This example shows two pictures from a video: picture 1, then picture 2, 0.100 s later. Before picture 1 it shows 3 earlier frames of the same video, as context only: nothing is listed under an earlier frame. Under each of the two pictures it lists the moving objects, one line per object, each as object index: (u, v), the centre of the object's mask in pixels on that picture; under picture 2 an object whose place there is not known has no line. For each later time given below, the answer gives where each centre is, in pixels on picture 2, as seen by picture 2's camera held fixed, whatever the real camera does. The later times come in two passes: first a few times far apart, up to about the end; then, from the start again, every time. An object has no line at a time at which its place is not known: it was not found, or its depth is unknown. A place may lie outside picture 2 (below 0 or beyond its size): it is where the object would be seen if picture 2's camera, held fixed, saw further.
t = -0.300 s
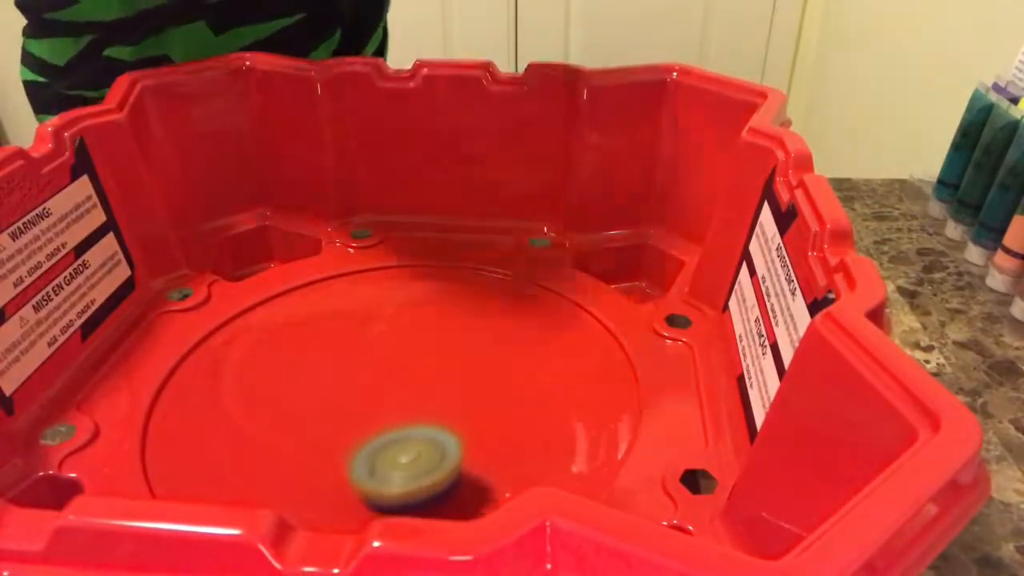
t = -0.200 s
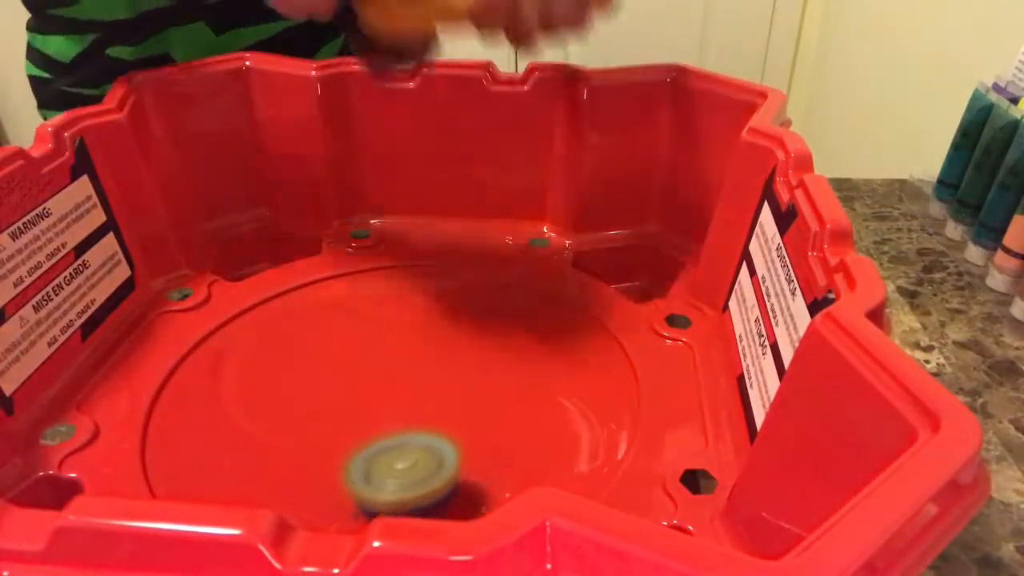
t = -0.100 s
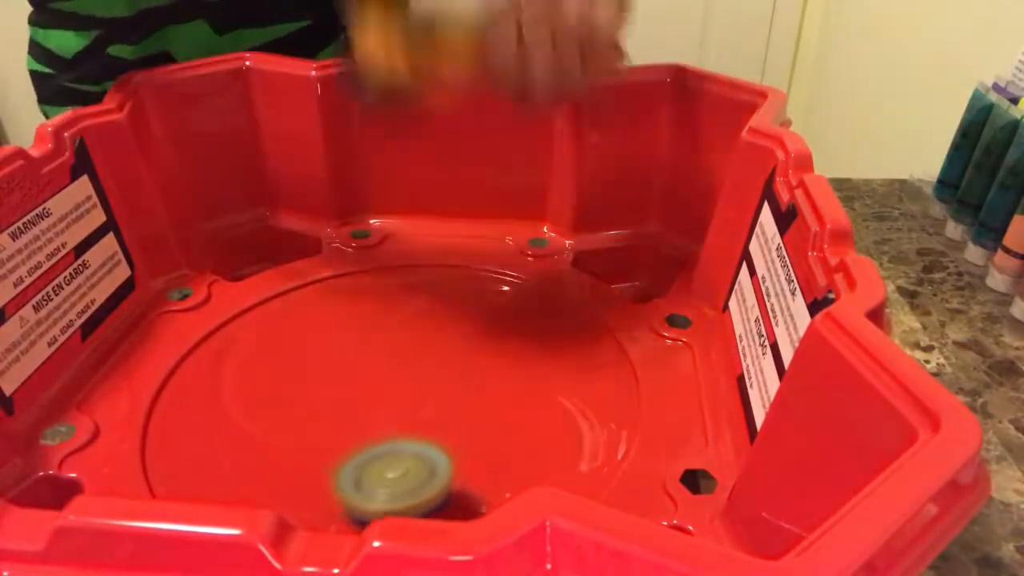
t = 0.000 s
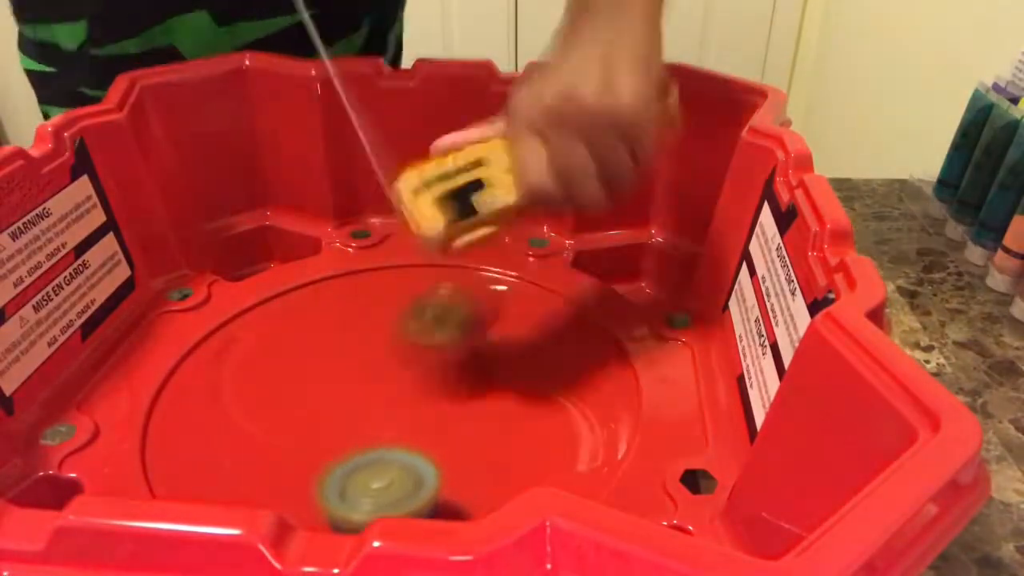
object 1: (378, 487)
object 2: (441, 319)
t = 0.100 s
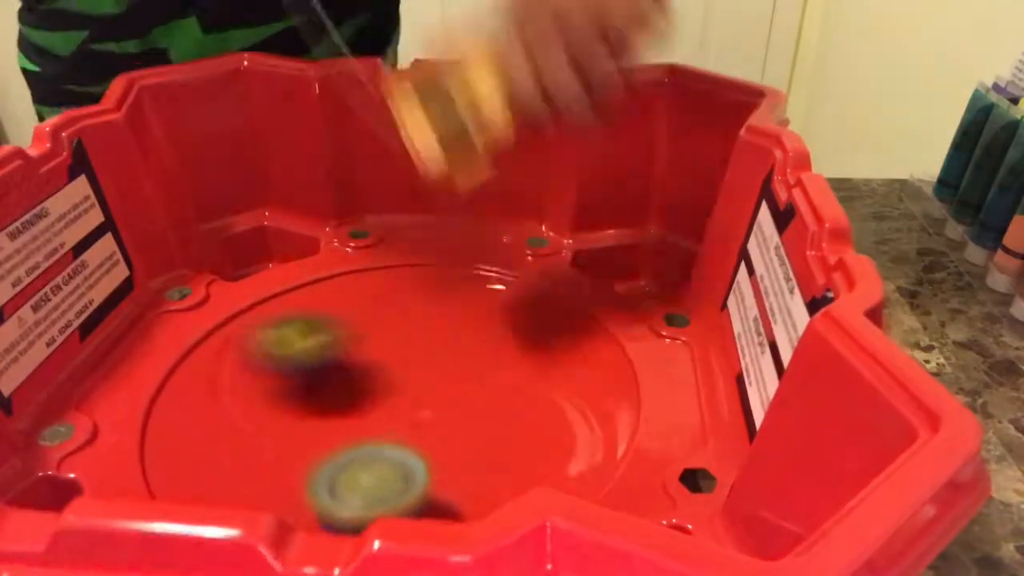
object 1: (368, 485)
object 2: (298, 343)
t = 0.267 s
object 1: (376, 463)
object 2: (155, 392)
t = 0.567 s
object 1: (358, 374)
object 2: (489, 453)
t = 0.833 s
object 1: (315, 338)
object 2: (485, 258)
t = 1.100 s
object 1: (314, 348)
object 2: (164, 374)
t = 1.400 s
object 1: (396, 351)
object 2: (596, 449)
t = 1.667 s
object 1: (452, 335)
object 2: (368, 244)
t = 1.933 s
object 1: (466, 322)
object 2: (177, 466)
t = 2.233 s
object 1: (439, 363)
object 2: (611, 319)
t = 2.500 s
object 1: (433, 407)
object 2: (229, 288)
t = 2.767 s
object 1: (444, 429)
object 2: (358, 506)
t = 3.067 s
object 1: (411, 424)
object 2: (545, 265)
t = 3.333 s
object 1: (353, 408)
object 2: (205, 305)
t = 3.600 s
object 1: (316, 401)
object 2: (278, 493)
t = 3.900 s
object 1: (340, 381)
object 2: (604, 357)
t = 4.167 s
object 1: (374, 349)
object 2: (416, 252)
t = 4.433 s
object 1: (401, 332)
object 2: (200, 350)
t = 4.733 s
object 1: (420, 339)
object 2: (401, 488)
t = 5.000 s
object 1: (437, 363)
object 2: (582, 338)
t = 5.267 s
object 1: (455, 389)
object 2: (398, 264)
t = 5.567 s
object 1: (458, 404)
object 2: (214, 396)
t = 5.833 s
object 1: (411, 405)
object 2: (414, 482)
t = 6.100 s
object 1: (363, 402)
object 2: (551, 346)
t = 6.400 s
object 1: (328, 393)
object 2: (358, 290)
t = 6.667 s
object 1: (359, 395)
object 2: (215, 382)
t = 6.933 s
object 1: (386, 366)
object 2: (387, 449)
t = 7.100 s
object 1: (408, 357)
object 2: (502, 379)
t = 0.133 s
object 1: (364, 485)
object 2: (256, 350)
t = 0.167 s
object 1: (365, 483)
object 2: (216, 360)
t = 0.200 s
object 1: (369, 478)
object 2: (189, 363)
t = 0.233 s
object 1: (373, 471)
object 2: (166, 379)
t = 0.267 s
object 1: (376, 463)
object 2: (155, 392)
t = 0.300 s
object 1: (379, 453)
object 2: (149, 406)
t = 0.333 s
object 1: (379, 442)
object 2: (156, 422)
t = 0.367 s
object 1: (378, 431)
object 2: (172, 438)
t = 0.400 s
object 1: (378, 420)
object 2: (202, 458)
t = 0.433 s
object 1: (377, 409)
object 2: (242, 469)
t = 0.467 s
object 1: (376, 399)
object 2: (304, 484)
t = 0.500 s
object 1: (372, 391)
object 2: (362, 484)
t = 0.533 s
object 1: (366, 383)
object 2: (431, 476)
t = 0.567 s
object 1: (358, 374)
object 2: (489, 453)
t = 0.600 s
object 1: (351, 367)
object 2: (539, 425)
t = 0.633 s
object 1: (344, 361)
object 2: (580, 391)
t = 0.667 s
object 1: (338, 355)
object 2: (605, 357)
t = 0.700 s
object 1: (333, 350)
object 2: (613, 319)
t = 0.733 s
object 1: (327, 346)
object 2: (601, 287)
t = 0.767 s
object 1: (323, 342)
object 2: (569, 267)
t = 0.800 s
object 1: (318, 340)
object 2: (533, 260)
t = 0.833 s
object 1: (315, 338)
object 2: (485, 258)
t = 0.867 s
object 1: (311, 336)
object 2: (434, 258)
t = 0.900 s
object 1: (308, 336)
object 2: (382, 259)
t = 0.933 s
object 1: (305, 333)
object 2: (326, 260)
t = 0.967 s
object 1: (303, 332)
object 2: (278, 267)
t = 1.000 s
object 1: (303, 337)
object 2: (242, 280)
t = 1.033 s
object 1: (305, 342)
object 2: (209, 309)
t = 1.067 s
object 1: (309, 346)
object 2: (182, 340)
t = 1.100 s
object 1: (314, 348)
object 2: (164, 374)
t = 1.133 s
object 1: (320, 349)
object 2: (158, 410)
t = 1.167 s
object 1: (328, 351)
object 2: (166, 445)
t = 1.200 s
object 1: (337, 352)
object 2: (198, 467)
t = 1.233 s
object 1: (347, 352)
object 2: (247, 484)
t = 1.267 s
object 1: (358, 353)
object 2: (313, 498)
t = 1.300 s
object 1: (368, 354)
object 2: (378, 500)
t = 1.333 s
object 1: (378, 353)
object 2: (458, 489)
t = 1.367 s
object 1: (387, 352)
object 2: (529, 469)
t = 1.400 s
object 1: (396, 351)
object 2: (596, 449)
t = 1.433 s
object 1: (406, 349)
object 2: (627, 399)
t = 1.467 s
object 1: (415, 348)
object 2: (626, 362)
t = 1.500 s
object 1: (422, 346)
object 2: (612, 324)
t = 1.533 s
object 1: (429, 344)
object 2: (579, 283)
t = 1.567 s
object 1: (435, 342)
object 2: (537, 262)
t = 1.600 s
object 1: (441, 340)
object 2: (483, 248)
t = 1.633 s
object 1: (447, 337)
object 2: (426, 240)
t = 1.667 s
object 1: (452, 335)
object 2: (368, 244)
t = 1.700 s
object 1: (457, 332)
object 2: (308, 254)
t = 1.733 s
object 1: (462, 329)
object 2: (259, 272)
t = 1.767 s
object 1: (465, 327)
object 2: (215, 297)
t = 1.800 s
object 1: (467, 325)
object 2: (182, 328)
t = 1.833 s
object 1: (468, 323)
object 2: (159, 363)
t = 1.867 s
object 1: (468, 322)
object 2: (144, 400)
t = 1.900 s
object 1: (467, 322)
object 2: (150, 441)
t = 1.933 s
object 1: (466, 322)
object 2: (177, 466)
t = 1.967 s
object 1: (464, 324)
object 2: (225, 483)
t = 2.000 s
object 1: (460, 328)
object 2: (306, 501)
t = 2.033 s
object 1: (456, 332)
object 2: (352, 505)
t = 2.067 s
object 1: (454, 336)
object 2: (447, 496)
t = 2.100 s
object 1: (452, 341)
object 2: (524, 475)
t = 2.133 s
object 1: (449, 345)
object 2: (587, 449)
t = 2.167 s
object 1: (444, 351)
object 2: (622, 402)
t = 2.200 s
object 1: (441, 357)
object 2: (627, 357)
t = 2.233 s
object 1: (439, 363)
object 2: (611, 319)
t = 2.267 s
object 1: (438, 369)
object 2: (576, 284)
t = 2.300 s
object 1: (438, 376)
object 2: (537, 262)
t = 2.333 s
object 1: (436, 381)
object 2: (484, 247)
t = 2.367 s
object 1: (435, 386)
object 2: (434, 241)
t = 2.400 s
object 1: (433, 391)
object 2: (380, 243)
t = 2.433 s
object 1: (432, 396)
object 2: (321, 251)
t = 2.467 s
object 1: (433, 401)
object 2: (274, 264)
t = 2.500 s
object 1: (433, 407)
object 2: (229, 288)
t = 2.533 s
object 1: (434, 412)
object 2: (190, 321)
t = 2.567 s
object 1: (435, 416)
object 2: (164, 352)
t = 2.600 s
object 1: (437, 420)
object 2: (149, 389)
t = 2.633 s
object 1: (439, 424)
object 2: (151, 429)
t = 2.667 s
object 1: (442, 429)
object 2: (169, 462)
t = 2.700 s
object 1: (443, 432)
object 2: (214, 479)
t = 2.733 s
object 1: (444, 431)
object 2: (293, 500)
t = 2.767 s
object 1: (444, 429)
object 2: (358, 506)
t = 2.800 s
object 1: (442, 427)
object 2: (449, 494)
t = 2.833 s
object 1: (440, 427)
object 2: (503, 476)
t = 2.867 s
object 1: (438, 428)
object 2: (576, 455)
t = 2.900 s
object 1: (434, 429)
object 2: (615, 420)
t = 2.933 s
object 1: (431, 429)
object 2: (630, 379)
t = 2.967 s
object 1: (427, 429)
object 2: (625, 341)
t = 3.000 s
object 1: (422, 427)
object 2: (607, 309)
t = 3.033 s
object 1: (417, 425)
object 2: (578, 285)
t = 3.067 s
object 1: (411, 424)
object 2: (545, 265)
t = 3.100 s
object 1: (404, 422)
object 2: (501, 251)
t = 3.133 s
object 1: (397, 420)
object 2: (455, 241)
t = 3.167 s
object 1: (390, 418)
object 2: (411, 239)
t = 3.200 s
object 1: (382, 415)
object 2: (362, 243)
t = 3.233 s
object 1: (373, 414)
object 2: (316, 252)
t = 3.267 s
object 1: (365, 412)
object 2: (275, 263)
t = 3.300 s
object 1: (358, 410)
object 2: (237, 282)
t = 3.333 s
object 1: (353, 408)
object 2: (205, 305)
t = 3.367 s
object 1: (347, 407)
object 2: (178, 331)
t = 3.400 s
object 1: (341, 405)
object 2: (160, 359)
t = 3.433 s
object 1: (334, 404)
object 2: (151, 386)
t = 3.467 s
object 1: (329, 404)
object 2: (149, 417)
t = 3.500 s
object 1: (324, 403)
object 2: (160, 449)
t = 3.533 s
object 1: (321, 402)
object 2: (184, 467)
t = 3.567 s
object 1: (319, 401)
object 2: (223, 479)
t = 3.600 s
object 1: (316, 401)
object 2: (278, 493)
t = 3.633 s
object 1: (315, 400)
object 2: (326, 503)
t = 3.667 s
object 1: (315, 398)
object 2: (379, 501)
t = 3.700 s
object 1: (316, 397)
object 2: (441, 493)
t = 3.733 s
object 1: (319, 395)
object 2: (483, 480)
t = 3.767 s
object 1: (323, 393)
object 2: (532, 461)
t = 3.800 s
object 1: (327, 391)
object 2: (570, 443)
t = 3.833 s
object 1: (332, 389)
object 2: (591, 413)
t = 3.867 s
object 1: (336, 386)
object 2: (604, 384)
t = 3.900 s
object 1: (340, 381)
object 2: (604, 357)
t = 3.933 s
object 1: (345, 377)
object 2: (594, 331)
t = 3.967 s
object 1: (349, 372)
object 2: (579, 309)
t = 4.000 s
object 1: (353, 369)
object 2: (560, 293)
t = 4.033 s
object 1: (356, 365)
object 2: (535, 277)
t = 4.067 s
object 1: (360, 361)
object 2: (505, 266)
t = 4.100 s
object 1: (364, 357)
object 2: (478, 258)
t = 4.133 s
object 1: (369, 353)
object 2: (447, 252)
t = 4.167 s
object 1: (374, 349)
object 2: (416, 252)
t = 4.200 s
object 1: (378, 346)
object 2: (383, 254)
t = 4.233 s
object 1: (381, 343)
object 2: (349, 260)
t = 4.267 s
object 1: (384, 340)
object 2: (317, 267)
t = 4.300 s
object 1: (388, 338)
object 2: (288, 280)
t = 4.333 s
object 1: (392, 336)
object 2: (263, 294)
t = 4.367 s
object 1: (395, 335)
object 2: (236, 312)
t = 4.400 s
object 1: (398, 334)
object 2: (215, 332)
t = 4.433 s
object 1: (401, 332)
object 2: (200, 350)
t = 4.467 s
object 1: (402, 332)
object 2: (193, 372)
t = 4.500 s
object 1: (404, 331)
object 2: (190, 398)
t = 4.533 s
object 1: (405, 331)
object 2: (196, 421)
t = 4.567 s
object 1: (407, 331)
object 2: (208, 446)
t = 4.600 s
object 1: (409, 332)
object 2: (235, 463)
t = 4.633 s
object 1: (411, 334)
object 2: (273, 474)
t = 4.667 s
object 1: (414, 335)
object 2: (311, 486)
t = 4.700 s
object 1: (417, 337)
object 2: (356, 491)
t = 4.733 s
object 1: (420, 339)
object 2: (401, 488)
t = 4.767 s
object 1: (423, 342)
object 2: (445, 481)
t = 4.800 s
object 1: (425, 345)
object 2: (488, 468)
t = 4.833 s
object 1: (426, 348)
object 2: (527, 450)
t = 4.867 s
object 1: (428, 351)
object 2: (553, 432)
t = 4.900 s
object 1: (430, 354)
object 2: (573, 405)
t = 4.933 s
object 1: (431, 357)
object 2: (585, 382)
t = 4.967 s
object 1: (434, 360)
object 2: (587, 360)
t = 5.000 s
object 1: (437, 363)
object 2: (582, 338)
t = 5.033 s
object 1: (441, 367)
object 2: (572, 320)
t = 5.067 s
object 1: (444, 370)
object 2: (555, 303)
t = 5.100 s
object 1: (447, 374)
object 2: (534, 289)
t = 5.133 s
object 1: (449, 378)
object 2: (505, 277)
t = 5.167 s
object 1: (451, 381)
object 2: (482, 270)
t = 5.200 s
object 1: (452, 384)
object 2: (453, 265)
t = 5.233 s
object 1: (454, 386)
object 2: (425, 263)
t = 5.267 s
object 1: (455, 389)
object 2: (398, 264)
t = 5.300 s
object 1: (457, 391)
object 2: (371, 269)
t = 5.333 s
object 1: (459, 394)
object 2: (344, 276)
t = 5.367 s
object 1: (461, 396)
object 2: (314, 287)
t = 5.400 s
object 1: (462, 399)
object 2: (290, 300)
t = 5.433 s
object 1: (462, 401)
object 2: (268, 317)
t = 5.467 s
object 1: (462, 402)
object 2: (247, 335)
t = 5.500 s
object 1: (461, 403)
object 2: (231, 355)
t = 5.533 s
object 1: (460, 404)
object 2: (217, 379)
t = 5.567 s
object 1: (458, 404)
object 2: (214, 396)
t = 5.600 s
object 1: (454, 404)
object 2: (217, 415)
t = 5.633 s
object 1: (449, 404)
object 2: (226, 437)
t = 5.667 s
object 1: (443, 404)
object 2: (243, 457)
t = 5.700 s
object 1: (436, 404)
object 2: (268, 467)
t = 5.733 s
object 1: (430, 404)
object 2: (311, 483)
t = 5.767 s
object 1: (424, 405)
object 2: (343, 488)
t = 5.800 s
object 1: (418, 405)
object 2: (376, 488)
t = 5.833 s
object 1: (411, 405)
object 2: (414, 482)
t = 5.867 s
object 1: (404, 405)
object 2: (445, 476)
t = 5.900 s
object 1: (397, 405)
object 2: (482, 463)
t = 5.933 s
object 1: (391, 404)
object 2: (513, 444)
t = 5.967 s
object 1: (385, 404)
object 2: (533, 426)
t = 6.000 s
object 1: (380, 403)
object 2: (546, 404)
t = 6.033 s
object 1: (374, 403)
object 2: (554, 382)
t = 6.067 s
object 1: (368, 402)
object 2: (554, 362)
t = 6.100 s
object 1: (363, 402)
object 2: (551, 346)
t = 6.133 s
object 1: (358, 400)
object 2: (539, 331)
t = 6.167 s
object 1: (353, 400)
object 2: (522, 317)
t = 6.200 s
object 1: (349, 399)
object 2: (505, 307)
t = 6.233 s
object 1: (344, 399)
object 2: (482, 297)
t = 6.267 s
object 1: (340, 398)
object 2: (456, 292)
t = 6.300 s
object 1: (335, 397)
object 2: (433, 288)
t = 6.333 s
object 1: (333, 396)
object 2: (406, 287)
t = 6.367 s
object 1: (330, 395)
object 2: (382, 286)
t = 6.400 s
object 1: (328, 393)
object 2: (358, 290)
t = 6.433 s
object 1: (327, 392)
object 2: (335, 296)
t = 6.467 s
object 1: (326, 390)
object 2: (312, 305)
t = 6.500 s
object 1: (326, 388)
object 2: (289, 317)
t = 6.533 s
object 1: (326, 387)
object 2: (270, 329)
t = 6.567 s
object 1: (330, 389)
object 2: (251, 341)
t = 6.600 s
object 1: (340, 393)
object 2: (237, 352)
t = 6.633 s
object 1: (350, 394)
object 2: (223, 364)
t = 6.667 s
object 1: (359, 395)
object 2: (215, 382)
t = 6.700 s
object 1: (367, 395)
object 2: (215, 393)
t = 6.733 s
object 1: (372, 393)
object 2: (218, 412)
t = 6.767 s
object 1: (374, 390)
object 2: (229, 426)
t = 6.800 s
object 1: (375, 387)
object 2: (249, 440)
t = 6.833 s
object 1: (377, 381)
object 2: (278, 450)
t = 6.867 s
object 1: (379, 376)
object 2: (311, 456)
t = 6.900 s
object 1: (382, 371)
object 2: (352, 455)
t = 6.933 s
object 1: (386, 366)
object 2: (387, 449)
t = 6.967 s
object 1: (393, 362)
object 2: (419, 439)
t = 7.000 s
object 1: (400, 358)
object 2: (445, 426)
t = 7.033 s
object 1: (404, 357)
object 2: (470, 409)
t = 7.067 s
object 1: (406, 357)
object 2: (490, 397)
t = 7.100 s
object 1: (408, 357)
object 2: (502, 379)
